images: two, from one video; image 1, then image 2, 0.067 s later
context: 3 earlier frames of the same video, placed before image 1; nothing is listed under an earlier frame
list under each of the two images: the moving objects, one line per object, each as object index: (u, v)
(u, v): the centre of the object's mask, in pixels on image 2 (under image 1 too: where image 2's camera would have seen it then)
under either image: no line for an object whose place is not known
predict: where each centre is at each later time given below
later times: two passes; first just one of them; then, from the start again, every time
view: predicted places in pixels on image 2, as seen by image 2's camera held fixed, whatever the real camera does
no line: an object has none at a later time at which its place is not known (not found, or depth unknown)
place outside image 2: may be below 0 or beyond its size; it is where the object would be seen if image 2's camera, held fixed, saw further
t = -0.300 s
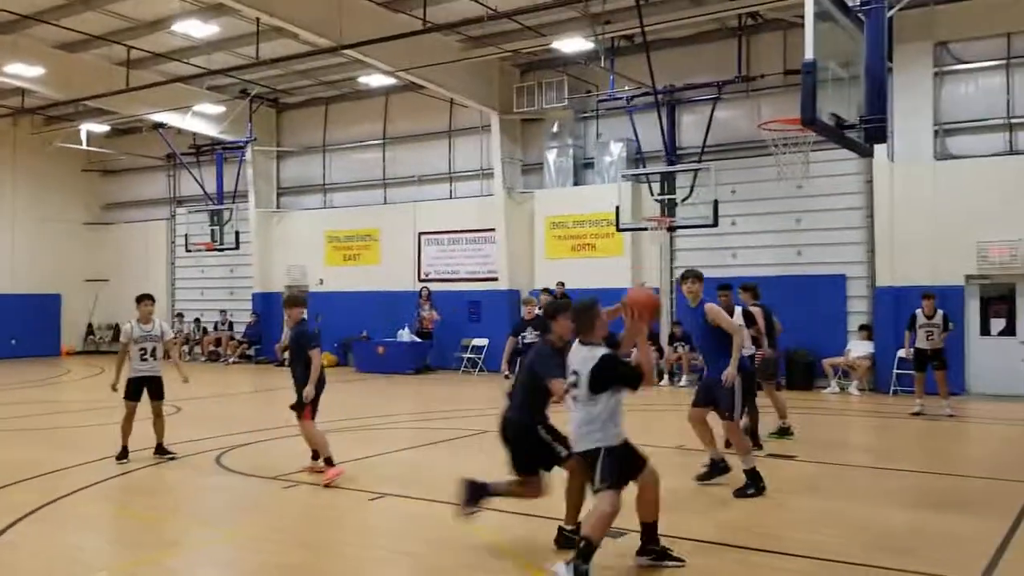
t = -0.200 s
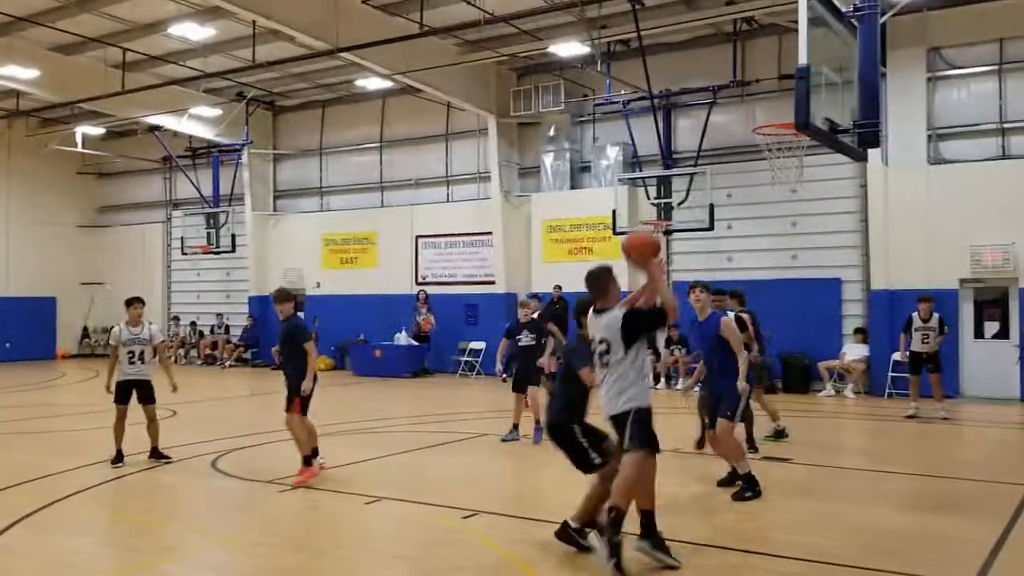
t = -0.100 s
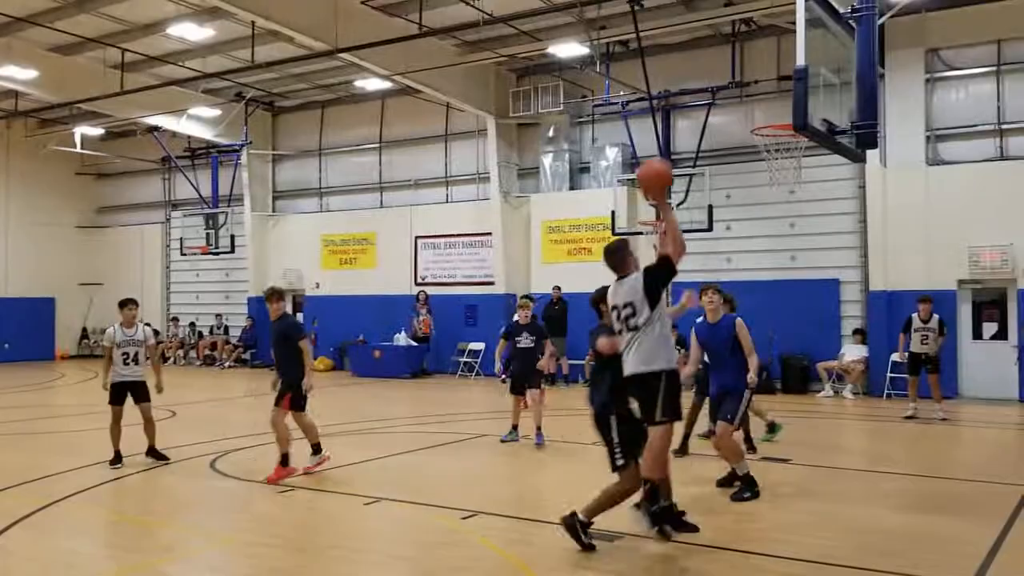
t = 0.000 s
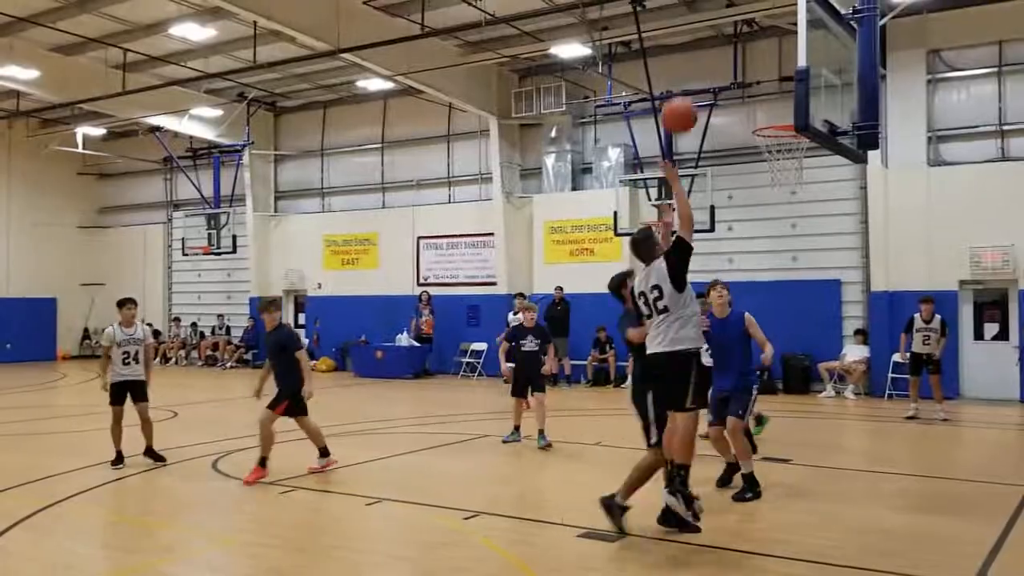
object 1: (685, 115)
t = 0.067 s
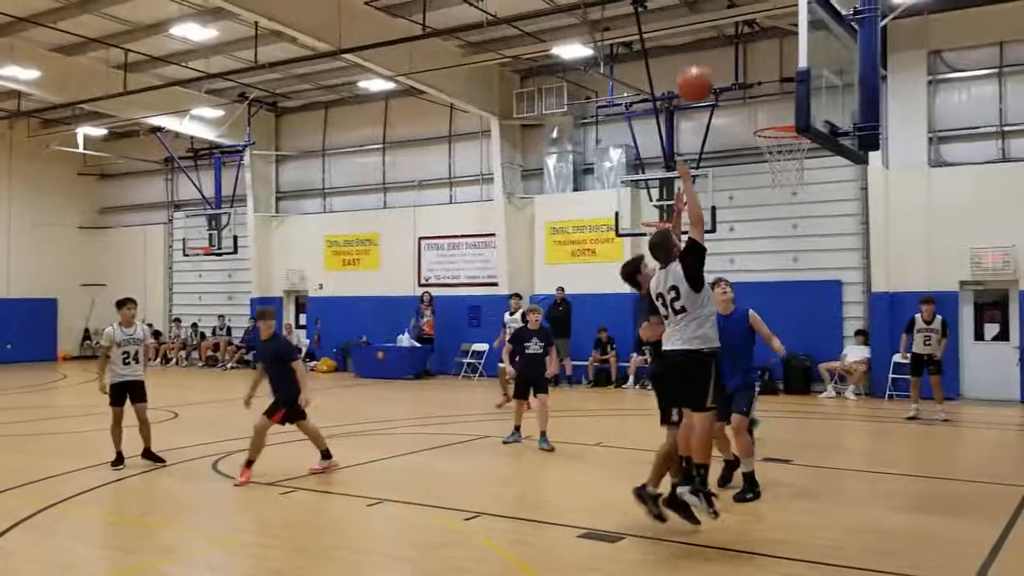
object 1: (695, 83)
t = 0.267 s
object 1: (738, 32)
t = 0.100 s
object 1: (702, 71)
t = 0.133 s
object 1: (710, 60)
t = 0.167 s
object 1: (717, 50)
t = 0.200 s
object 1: (725, 43)
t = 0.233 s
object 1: (731, 37)
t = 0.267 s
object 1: (738, 32)
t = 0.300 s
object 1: (744, 29)
